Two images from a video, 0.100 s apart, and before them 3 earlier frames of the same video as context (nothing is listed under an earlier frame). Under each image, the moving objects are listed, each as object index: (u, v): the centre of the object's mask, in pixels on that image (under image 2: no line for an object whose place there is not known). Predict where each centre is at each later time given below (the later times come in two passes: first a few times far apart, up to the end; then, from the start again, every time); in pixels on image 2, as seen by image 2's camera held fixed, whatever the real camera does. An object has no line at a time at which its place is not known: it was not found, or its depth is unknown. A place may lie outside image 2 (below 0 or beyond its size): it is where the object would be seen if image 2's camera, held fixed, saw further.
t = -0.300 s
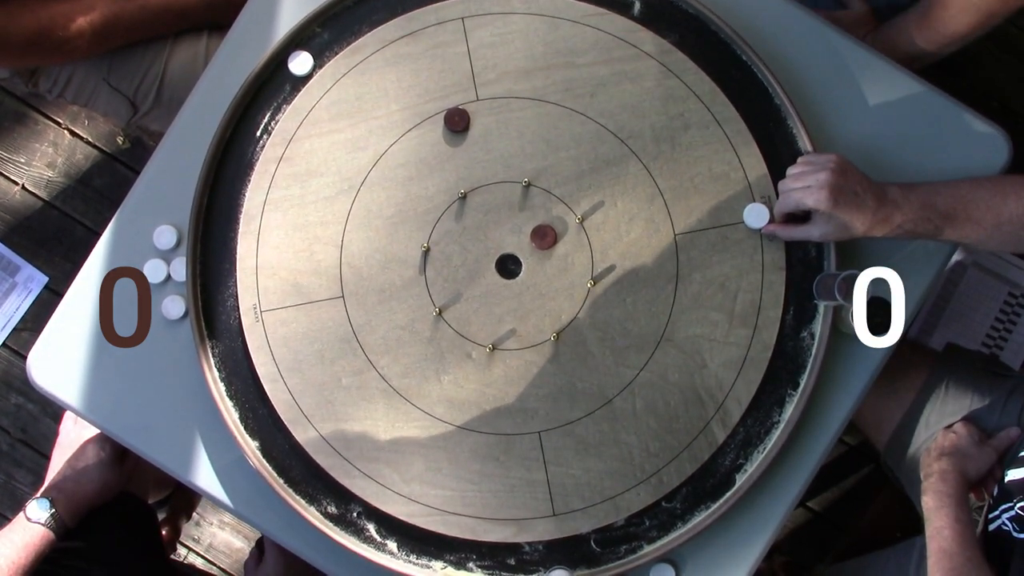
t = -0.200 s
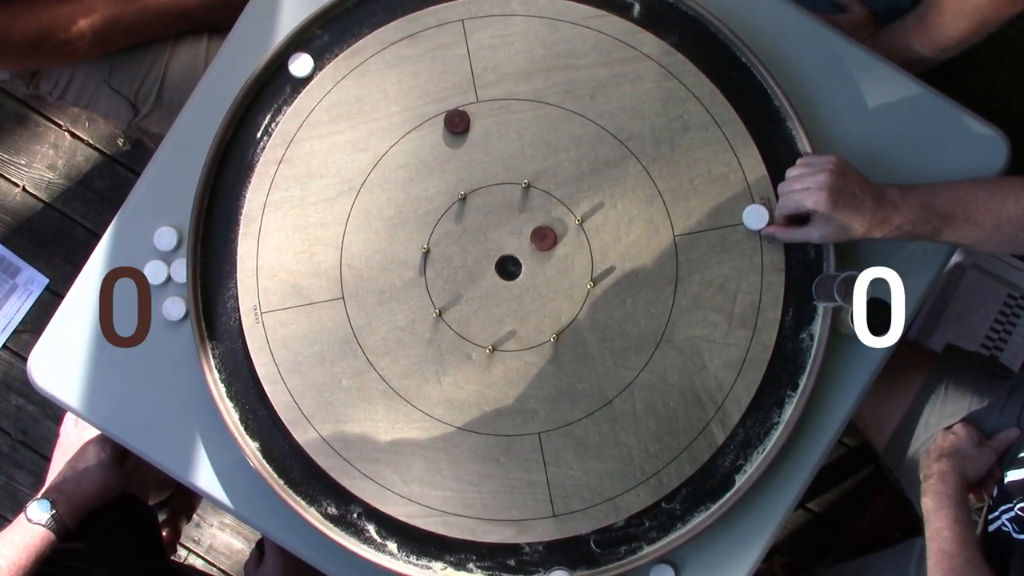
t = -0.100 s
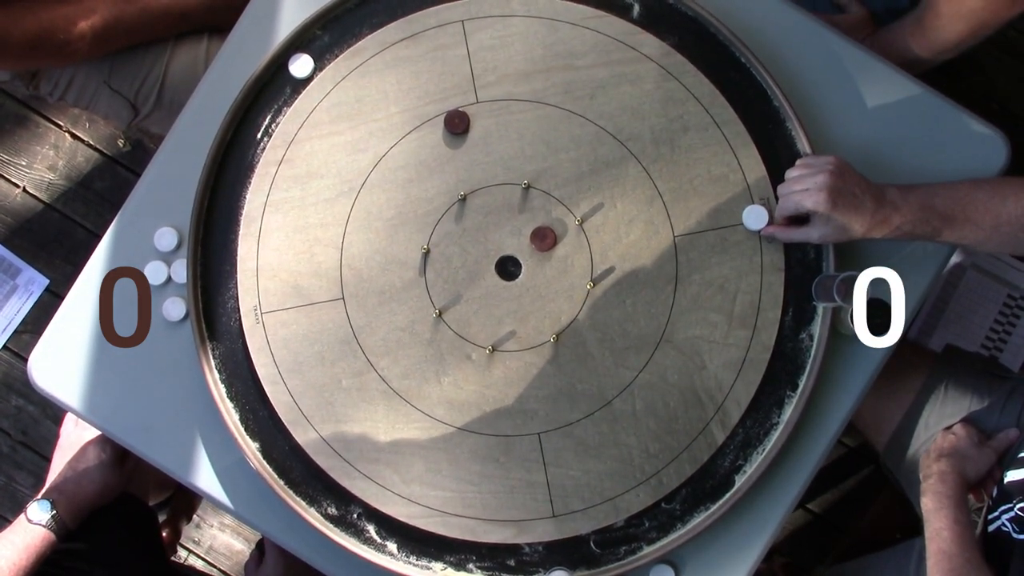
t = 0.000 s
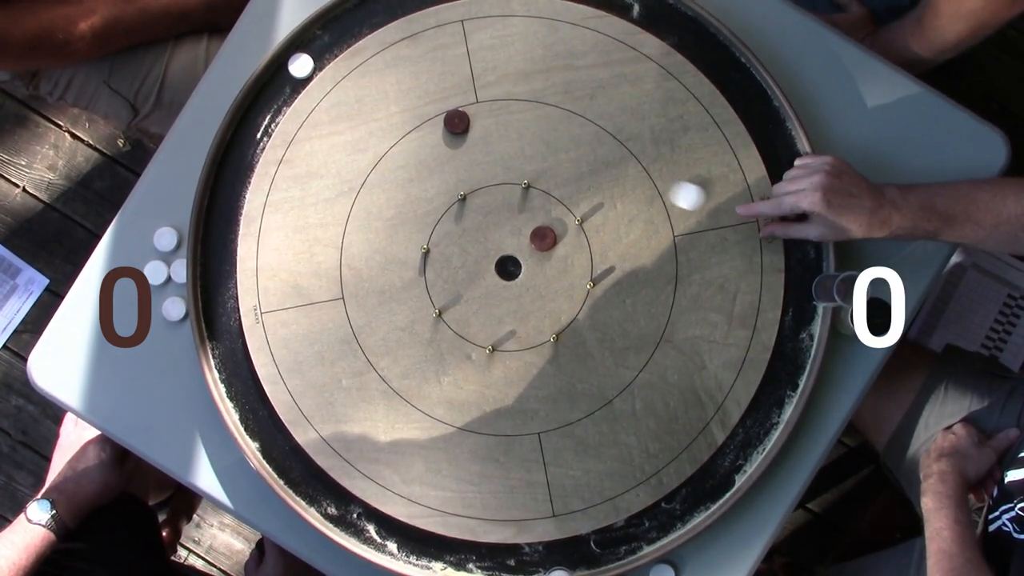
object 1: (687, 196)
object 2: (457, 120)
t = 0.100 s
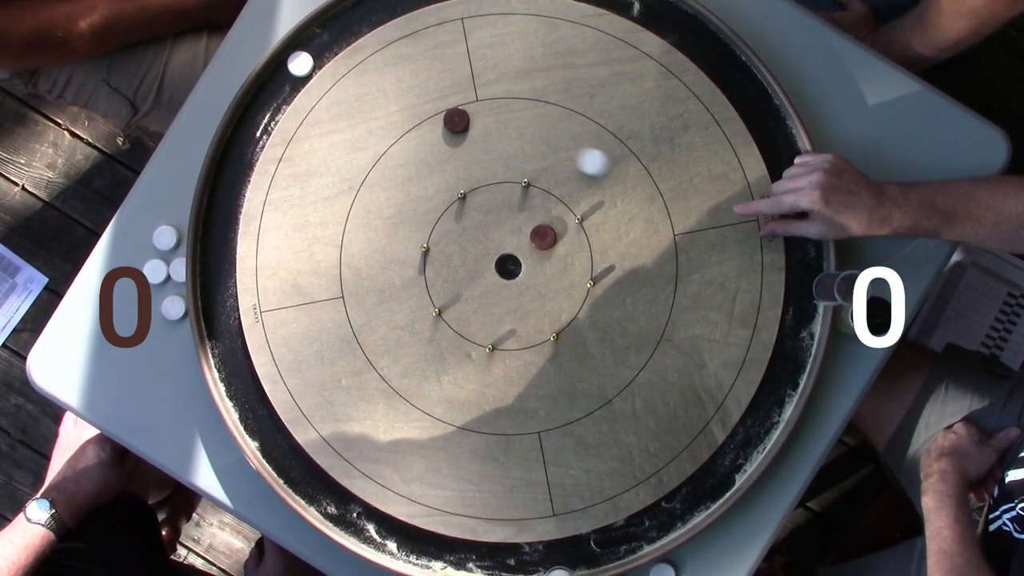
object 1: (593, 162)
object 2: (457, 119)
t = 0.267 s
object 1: (481, 120)
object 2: (431, 115)
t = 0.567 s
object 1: (479, 110)
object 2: (274, 88)
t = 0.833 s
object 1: (479, 110)
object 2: (267, 115)
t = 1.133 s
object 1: (479, 110)
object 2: (253, 113)
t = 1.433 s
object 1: (478, 110)
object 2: (253, 113)
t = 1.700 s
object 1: (479, 110)
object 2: (252, 113)
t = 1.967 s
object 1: (479, 110)
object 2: (252, 113)
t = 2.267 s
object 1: (479, 110)
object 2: (253, 113)
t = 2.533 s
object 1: (479, 110)
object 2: (253, 113)
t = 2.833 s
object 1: (479, 110)
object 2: (253, 113)
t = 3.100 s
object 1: (479, 110)
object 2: (253, 113)
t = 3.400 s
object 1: (479, 110)
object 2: (254, 113)
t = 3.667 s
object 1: (479, 110)
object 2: (254, 113)
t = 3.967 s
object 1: (479, 110)
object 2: (253, 113)
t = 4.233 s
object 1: (479, 110)
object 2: (253, 113)
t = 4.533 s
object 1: (479, 110)
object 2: (254, 113)
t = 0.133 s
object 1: (563, 152)
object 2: (457, 119)
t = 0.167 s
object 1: (534, 143)
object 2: (456, 119)
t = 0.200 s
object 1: (507, 133)
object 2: (457, 119)
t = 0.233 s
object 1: (482, 124)
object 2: (454, 119)
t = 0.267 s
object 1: (481, 120)
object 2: (431, 115)
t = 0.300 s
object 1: (480, 117)
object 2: (409, 110)
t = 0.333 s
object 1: (479, 114)
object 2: (388, 106)
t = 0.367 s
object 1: (479, 112)
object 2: (366, 102)
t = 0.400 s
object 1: (479, 111)
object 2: (347, 98)
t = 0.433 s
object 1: (479, 110)
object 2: (329, 93)
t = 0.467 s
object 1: (478, 110)
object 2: (311, 89)
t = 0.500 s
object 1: (479, 110)
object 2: (294, 86)
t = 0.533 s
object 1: (479, 110)
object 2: (281, 84)
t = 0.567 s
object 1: (479, 110)
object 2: (274, 88)
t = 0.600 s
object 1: (479, 110)
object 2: (276, 96)
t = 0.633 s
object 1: (479, 110)
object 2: (274, 101)
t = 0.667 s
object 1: (479, 110)
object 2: (268, 100)
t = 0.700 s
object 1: (479, 110)
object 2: (261, 101)
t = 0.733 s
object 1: (479, 110)
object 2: (262, 104)
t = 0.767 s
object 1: (479, 110)
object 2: (264, 109)
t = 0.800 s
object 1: (479, 110)
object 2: (267, 113)
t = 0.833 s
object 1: (479, 110)
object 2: (267, 115)
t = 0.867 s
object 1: (479, 110)
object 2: (264, 115)
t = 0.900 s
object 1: (478, 110)
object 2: (262, 115)
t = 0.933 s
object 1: (478, 110)
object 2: (259, 115)
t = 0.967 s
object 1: (478, 110)
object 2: (256, 115)
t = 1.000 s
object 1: (478, 110)
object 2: (255, 114)
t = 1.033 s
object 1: (479, 110)
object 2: (254, 114)
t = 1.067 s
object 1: (479, 110)
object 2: (253, 114)
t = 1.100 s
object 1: (479, 110)
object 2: (253, 114)
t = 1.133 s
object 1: (479, 110)
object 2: (253, 113)
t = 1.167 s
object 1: (479, 110)
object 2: (253, 113)
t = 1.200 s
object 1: (479, 110)
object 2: (253, 113)
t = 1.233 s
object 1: (479, 110)
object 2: (253, 113)
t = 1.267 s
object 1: (479, 110)
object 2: (253, 113)
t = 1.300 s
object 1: (479, 110)
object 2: (253, 113)
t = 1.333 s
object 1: (479, 110)
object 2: (253, 113)
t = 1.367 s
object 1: (479, 110)
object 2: (253, 113)
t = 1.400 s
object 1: (479, 110)
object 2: (253, 113)
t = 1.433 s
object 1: (478, 110)
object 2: (253, 113)
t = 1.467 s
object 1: (479, 110)
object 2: (253, 113)
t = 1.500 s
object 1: (478, 110)
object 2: (254, 113)
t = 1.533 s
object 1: (479, 110)
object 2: (252, 113)
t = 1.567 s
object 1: (479, 110)
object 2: (253, 113)
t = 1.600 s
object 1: (479, 110)
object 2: (253, 113)
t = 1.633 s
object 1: (479, 110)
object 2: (253, 113)
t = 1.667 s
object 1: (479, 110)
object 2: (253, 113)
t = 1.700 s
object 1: (479, 110)
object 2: (252, 113)
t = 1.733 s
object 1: (479, 110)
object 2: (253, 113)
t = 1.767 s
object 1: (479, 110)
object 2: (253, 113)
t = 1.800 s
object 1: (479, 110)
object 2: (253, 113)
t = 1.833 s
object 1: (479, 110)
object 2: (252, 113)
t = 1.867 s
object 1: (479, 110)
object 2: (252, 113)
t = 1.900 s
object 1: (479, 110)
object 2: (252, 112)
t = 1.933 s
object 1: (479, 110)
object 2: (252, 112)
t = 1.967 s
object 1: (479, 110)
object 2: (252, 113)
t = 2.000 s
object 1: (479, 110)
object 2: (252, 112)
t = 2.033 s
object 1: (479, 110)
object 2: (253, 113)
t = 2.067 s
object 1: (479, 110)
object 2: (253, 113)
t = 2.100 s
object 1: (478, 110)
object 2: (252, 113)
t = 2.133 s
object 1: (479, 110)
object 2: (252, 113)
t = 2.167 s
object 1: (478, 110)
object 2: (252, 113)
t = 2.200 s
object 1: (479, 110)
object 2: (253, 113)
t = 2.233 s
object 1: (479, 110)
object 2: (253, 113)
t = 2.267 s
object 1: (479, 110)
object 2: (253, 113)
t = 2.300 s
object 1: (478, 110)
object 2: (252, 113)
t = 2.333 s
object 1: (479, 110)
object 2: (253, 113)
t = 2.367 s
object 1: (479, 110)
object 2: (253, 113)
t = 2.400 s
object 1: (479, 110)
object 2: (253, 113)
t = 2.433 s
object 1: (479, 110)
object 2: (253, 113)
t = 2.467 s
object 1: (479, 110)
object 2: (253, 113)
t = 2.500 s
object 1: (479, 110)
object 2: (253, 113)
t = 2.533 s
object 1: (479, 110)
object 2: (253, 113)
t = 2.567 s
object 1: (479, 110)
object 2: (253, 113)
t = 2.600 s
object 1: (479, 110)
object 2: (253, 113)
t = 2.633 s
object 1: (479, 110)
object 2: (253, 113)
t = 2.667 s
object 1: (479, 110)
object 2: (253, 113)
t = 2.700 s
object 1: (479, 110)
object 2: (253, 113)
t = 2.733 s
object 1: (479, 110)
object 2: (253, 113)
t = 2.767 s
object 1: (479, 110)
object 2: (253, 113)
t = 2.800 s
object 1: (479, 110)
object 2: (253, 113)
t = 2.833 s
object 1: (479, 110)
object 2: (253, 113)
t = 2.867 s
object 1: (479, 110)
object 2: (254, 113)
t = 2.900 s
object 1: (479, 110)
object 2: (253, 113)
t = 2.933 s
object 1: (479, 110)
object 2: (253, 113)
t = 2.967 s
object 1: (479, 110)
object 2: (253, 113)
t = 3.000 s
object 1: (479, 110)
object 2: (253, 113)
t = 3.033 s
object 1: (479, 110)
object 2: (253, 113)
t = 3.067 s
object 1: (479, 110)
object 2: (253, 113)
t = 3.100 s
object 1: (479, 110)
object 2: (253, 113)
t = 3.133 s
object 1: (479, 110)
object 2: (253, 113)
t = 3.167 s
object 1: (479, 110)
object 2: (253, 113)
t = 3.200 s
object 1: (479, 110)
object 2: (254, 113)
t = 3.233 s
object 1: (479, 110)
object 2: (254, 113)
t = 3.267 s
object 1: (479, 110)
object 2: (253, 113)
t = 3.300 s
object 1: (479, 110)
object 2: (253, 113)
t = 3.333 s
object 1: (479, 110)
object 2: (253, 113)
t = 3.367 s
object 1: (479, 110)
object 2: (254, 113)
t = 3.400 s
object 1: (479, 110)
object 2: (254, 113)
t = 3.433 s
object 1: (479, 110)
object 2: (253, 113)
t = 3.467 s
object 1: (479, 110)
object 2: (254, 113)
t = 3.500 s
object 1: (479, 110)
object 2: (253, 113)
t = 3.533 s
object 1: (479, 110)
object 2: (254, 113)
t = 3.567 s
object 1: (479, 110)
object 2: (253, 113)
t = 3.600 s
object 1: (479, 110)
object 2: (253, 113)
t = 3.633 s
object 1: (479, 110)
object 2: (253, 113)
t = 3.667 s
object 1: (479, 110)
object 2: (254, 113)
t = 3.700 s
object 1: (479, 110)
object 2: (253, 113)
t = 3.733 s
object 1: (479, 110)
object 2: (253, 113)
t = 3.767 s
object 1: (479, 110)
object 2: (253, 113)
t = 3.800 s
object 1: (479, 110)
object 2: (253, 113)
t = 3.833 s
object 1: (479, 110)
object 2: (253, 113)
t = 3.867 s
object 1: (479, 110)
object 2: (253, 113)
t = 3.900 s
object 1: (479, 110)
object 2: (253, 113)
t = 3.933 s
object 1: (479, 110)
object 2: (254, 113)
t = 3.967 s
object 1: (479, 110)
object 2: (253, 113)
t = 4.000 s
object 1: (479, 110)
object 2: (254, 113)
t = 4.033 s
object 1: (479, 110)
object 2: (253, 113)
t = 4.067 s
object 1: (479, 110)
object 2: (253, 113)
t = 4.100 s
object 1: (479, 110)
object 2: (253, 113)
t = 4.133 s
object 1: (479, 110)
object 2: (253, 113)
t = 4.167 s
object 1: (479, 110)
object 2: (253, 113)
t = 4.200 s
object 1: (479, 110)
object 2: (253, 113)
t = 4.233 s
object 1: (479, 110)
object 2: (253, 113)
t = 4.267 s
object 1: (479, 110)
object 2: (253, 113)
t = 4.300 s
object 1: (479, 110)
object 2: (253, 113)
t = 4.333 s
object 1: (479, 110)
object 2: (253, 113)
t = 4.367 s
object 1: (479, 110)
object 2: (253, 113)
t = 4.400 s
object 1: (479, 110)
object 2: (253, 113)
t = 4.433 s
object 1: (479, 110)
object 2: (253, 113)
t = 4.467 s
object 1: (479, 110)
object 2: (253, 113)
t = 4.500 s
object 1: (479, 110)
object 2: (253, 113)
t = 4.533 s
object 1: (479, 110)
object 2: (254, 113)
